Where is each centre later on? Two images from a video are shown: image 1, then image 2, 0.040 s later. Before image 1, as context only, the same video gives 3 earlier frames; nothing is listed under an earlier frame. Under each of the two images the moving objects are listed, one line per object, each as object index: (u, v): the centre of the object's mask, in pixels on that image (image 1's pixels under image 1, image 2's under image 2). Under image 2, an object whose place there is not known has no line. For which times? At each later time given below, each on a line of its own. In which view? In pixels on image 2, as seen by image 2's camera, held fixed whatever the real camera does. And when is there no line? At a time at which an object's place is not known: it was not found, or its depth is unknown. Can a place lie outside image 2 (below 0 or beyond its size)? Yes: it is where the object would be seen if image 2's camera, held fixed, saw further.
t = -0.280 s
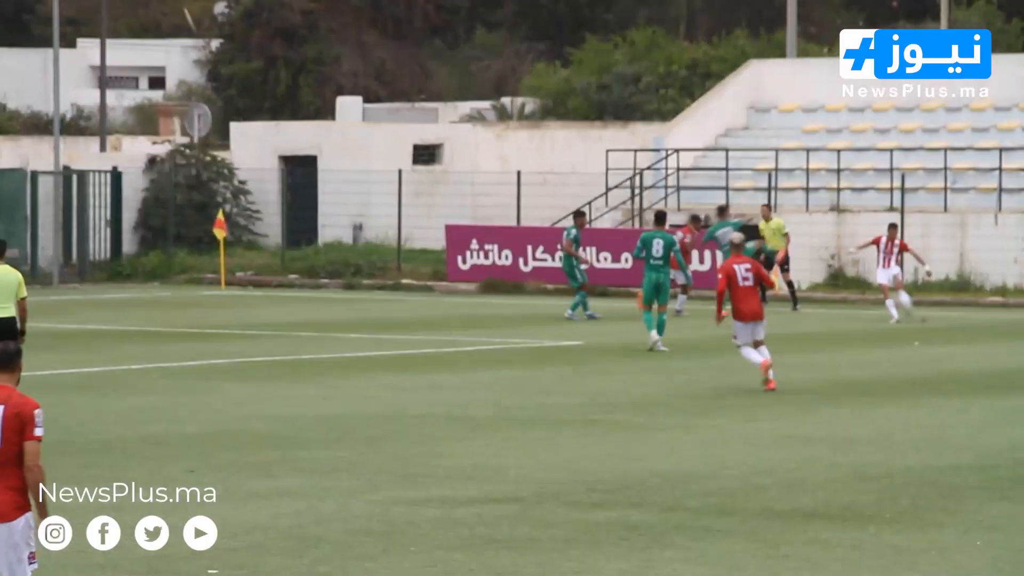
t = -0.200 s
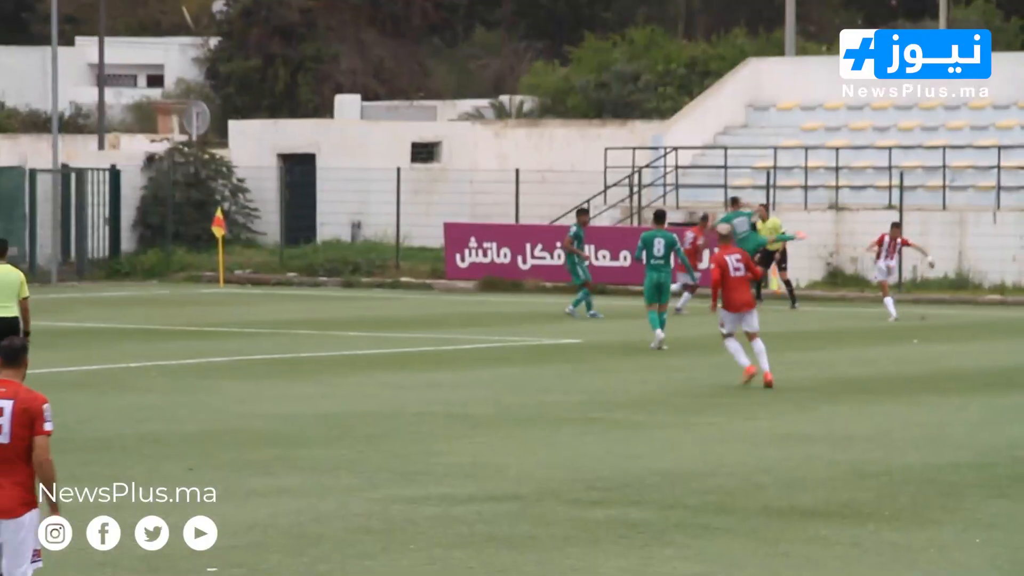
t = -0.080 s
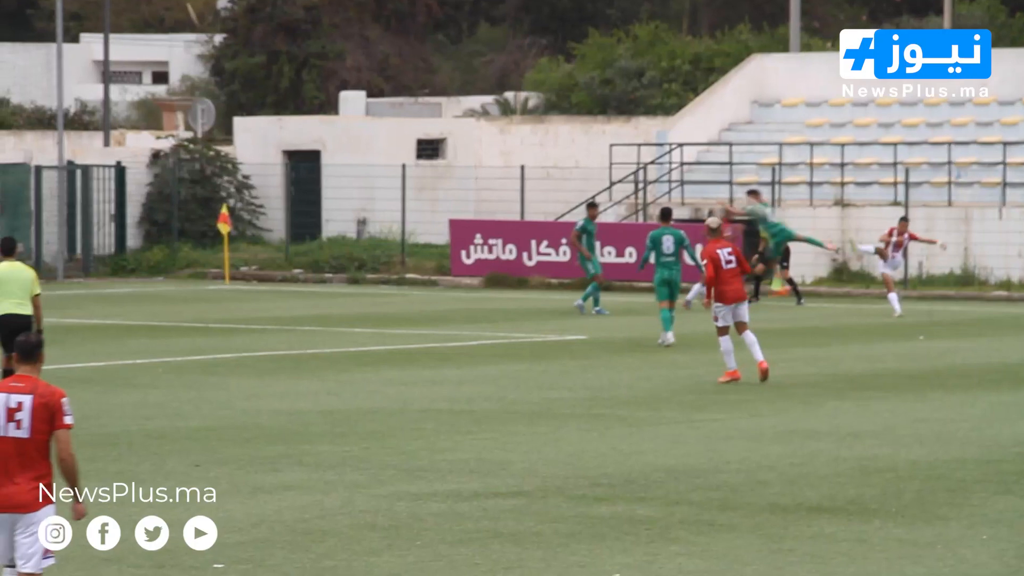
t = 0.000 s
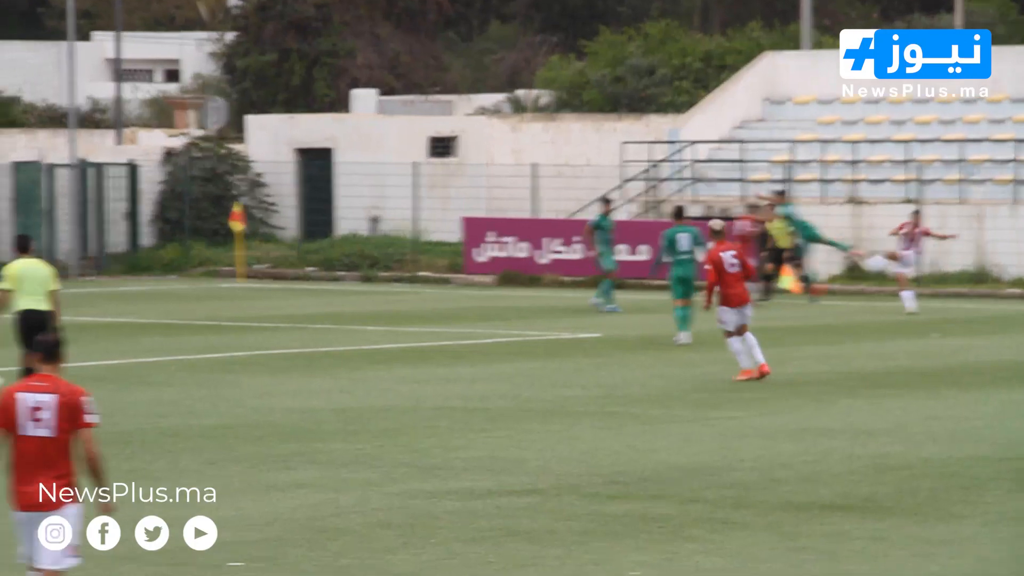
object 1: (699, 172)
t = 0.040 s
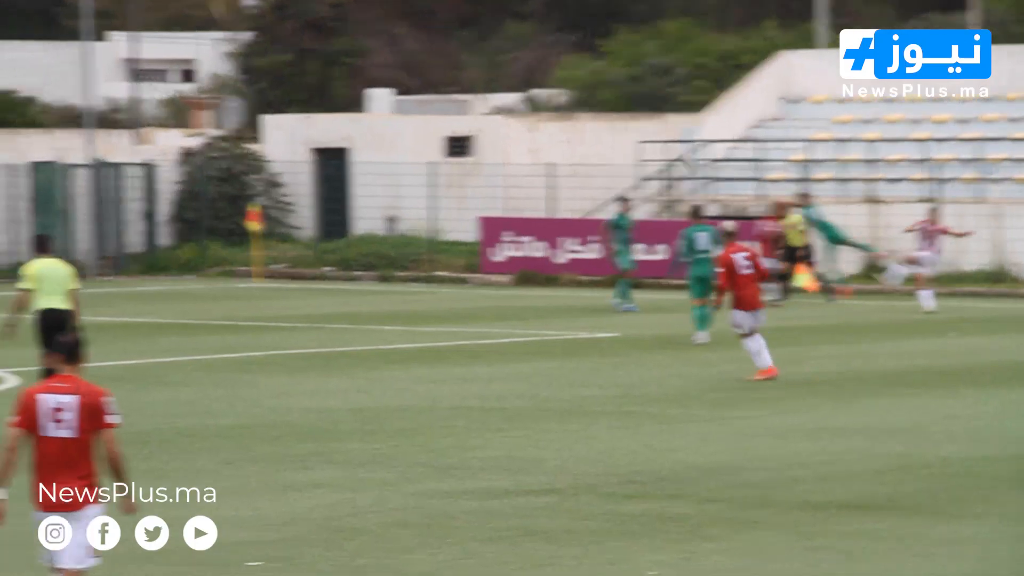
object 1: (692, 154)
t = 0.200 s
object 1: (546, 97)
